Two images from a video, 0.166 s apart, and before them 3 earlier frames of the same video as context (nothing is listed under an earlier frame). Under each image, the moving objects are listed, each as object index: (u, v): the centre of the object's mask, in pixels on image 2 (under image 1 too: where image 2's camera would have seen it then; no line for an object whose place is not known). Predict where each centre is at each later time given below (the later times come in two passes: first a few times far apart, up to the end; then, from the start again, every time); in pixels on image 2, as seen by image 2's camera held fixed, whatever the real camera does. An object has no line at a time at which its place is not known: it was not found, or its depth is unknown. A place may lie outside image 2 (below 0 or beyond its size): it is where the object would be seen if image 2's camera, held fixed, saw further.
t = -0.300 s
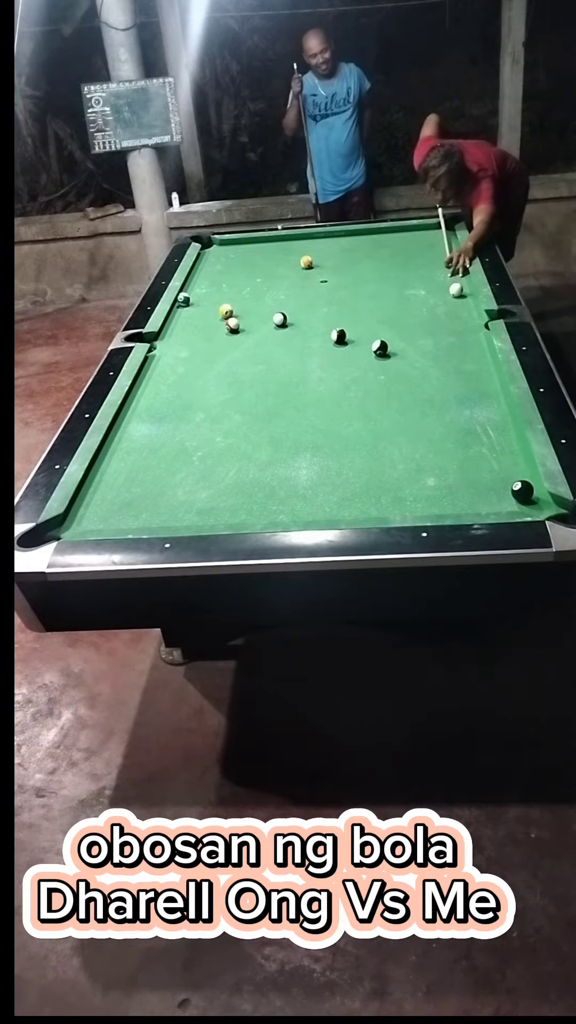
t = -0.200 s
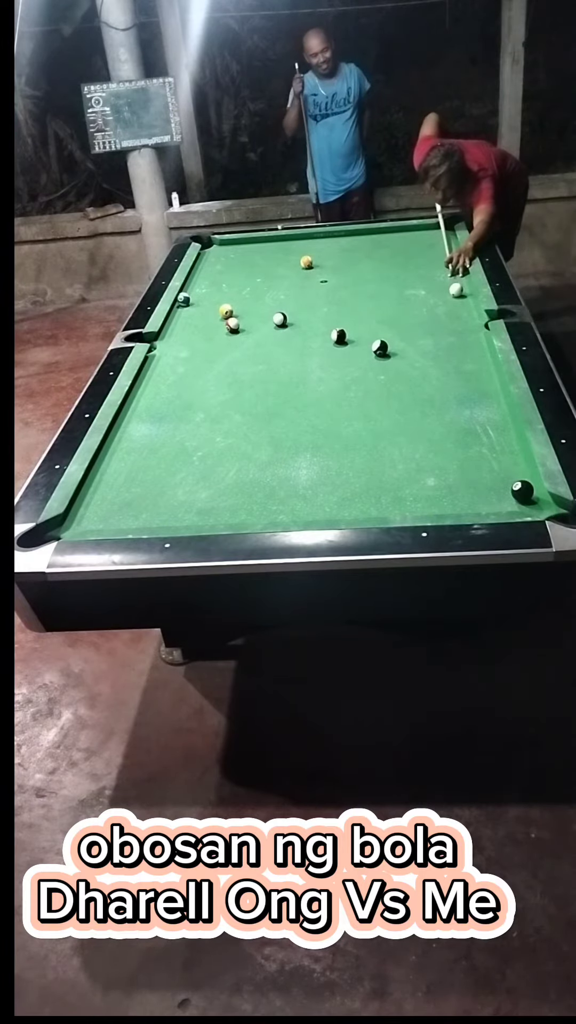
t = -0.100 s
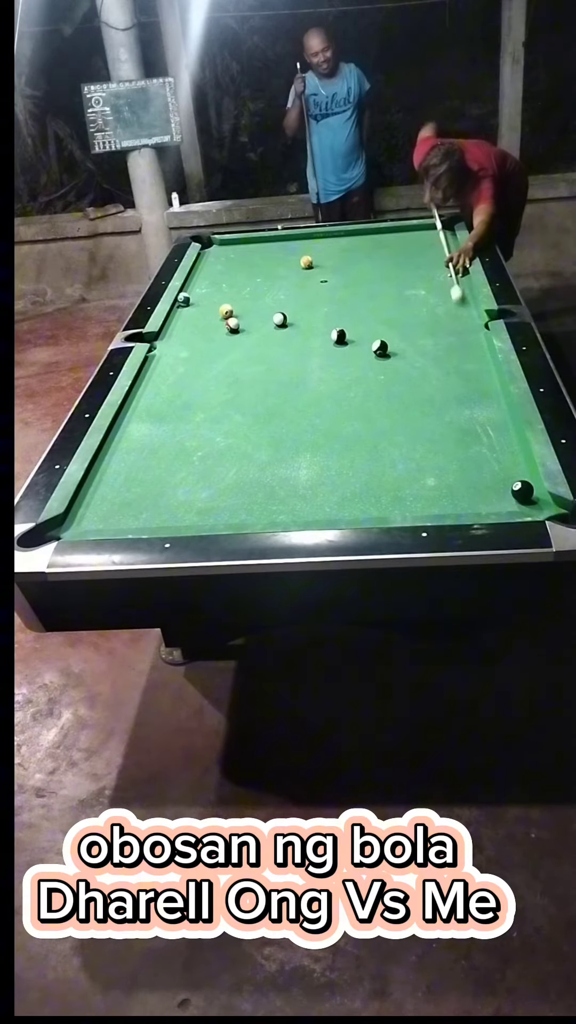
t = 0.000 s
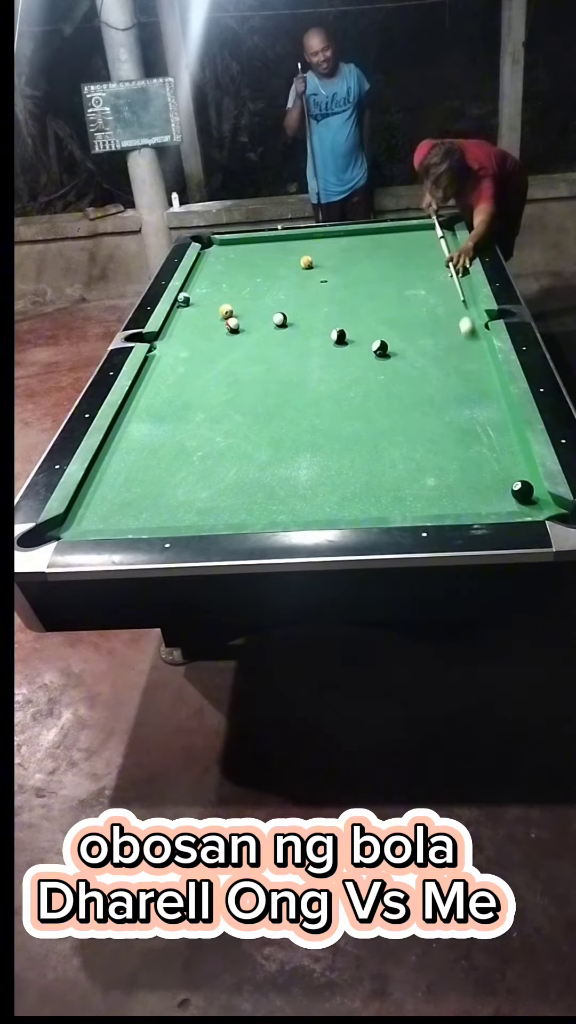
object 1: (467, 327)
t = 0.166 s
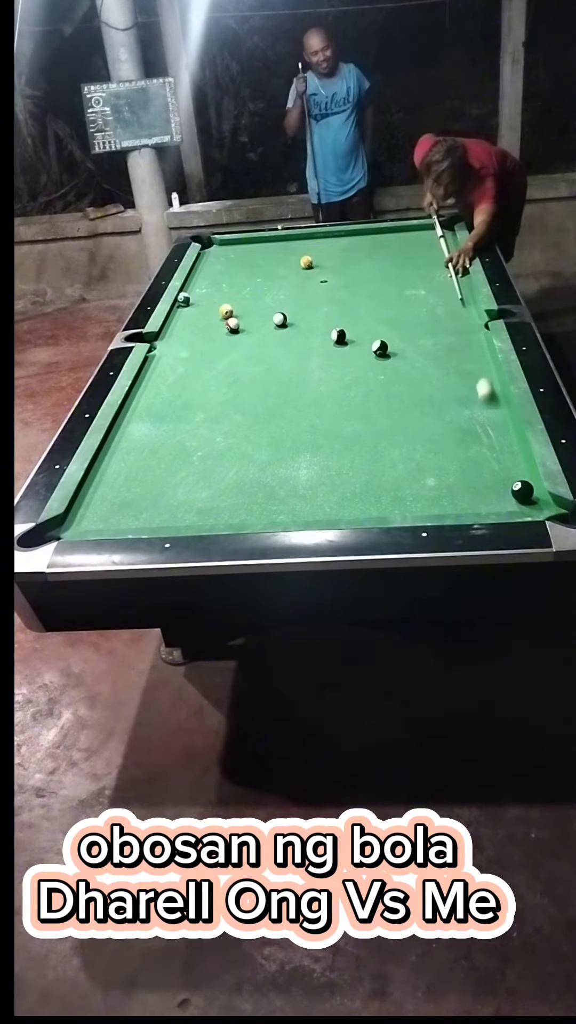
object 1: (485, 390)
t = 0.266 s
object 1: (499, 437)
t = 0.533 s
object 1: (459, 502)
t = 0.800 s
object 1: (426, 490)
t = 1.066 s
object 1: (401, 467)
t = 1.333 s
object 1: (380, 446)
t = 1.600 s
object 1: (361, 429)
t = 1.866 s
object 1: (346, 414)
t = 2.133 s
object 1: (333, 400)
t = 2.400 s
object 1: (321, 388)
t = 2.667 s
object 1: (311, 377)
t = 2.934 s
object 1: (302, 368)
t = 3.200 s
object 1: (294, 360)
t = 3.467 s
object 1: (288, 352)
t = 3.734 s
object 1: (282, 346)
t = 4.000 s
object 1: (277, 341)
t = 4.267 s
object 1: (273, 336)
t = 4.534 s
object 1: (269, 332)
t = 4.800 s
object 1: (265, 329)
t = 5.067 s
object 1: (263, 326)
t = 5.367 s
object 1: (261, 323)
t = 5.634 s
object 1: (261, 322)
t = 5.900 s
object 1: (261, 321)
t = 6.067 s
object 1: (260, 320)
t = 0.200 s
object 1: (489, 405)
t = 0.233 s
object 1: (494, 420)
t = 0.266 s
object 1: (499, 437)
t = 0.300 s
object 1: (505, 456)
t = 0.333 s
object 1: (509, 474)
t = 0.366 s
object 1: (504, 483)
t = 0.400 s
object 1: (493, 485)
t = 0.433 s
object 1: (484, 488)
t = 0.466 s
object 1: (475, 492)
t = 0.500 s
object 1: (467, 497)
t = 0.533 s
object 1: (459, 502)
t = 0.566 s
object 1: (452, 507)
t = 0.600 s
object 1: (448, 506)
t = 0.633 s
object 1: (444, 504)
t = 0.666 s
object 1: (441, 502)
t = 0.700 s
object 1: (437, 499)
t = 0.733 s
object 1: (433, 496)
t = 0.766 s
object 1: (429, 493)
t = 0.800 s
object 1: (426, 490)
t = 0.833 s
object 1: (422, 487)
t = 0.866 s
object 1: (419, 484)
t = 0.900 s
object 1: (416, 481)
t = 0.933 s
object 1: (413, 478)
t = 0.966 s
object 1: (410, 475)
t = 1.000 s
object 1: (407, 472)
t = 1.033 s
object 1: (404, 469)
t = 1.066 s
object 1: (401, 467)
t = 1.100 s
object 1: (398, 464)
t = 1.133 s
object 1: (395, 461)
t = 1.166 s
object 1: (392, 459)
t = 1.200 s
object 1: (390, 456)
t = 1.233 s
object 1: (387, 454)
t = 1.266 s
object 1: (384, 451)
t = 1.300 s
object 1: (382, 449)
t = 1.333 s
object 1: (380, 446)
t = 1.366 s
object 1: (377, 444)
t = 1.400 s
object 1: (375, 442)
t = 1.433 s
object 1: (372, 440)
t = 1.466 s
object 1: (370, 437)
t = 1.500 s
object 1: (368, 435)
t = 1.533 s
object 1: (366, 433)
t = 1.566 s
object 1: (364, 431)
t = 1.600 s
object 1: (361, 429)
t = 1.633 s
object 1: (359, 427)
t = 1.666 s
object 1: (358, 425)
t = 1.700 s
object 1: (356, 423)
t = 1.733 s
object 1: (354, 421)
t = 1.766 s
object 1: (352, 419)
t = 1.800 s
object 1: (350, 417)
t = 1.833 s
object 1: (348, 415)
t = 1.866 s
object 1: (346, 414)
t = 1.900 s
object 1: (344, 412)
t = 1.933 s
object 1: (343, 410)
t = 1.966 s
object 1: (341, 408)
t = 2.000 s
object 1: (339, 406)
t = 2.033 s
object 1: (338, 405)
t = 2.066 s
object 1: (336, 403)
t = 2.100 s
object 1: (335, 401)
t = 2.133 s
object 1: (333, 400)
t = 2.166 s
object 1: (331, 398)
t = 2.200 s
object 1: (330, 397)
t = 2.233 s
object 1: (328, 395)
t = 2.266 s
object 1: (327, 393)
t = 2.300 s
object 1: (326, 392)
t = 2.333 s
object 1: (324, 390)
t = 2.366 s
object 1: (323, 389)
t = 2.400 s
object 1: (321, 388)
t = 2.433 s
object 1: (320, 386)
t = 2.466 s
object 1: (319, 385)
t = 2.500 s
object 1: (317, 383)
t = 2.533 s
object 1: (316, 382)
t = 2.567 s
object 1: (315, 381)
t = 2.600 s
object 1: (314, 380)
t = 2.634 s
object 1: (312, 378)
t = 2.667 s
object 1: (311, 377)
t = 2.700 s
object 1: (310, 376)
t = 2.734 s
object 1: (309, 375)
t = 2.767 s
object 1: (308, 373)
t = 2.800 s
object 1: (307, 372)
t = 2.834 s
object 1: (306, 371)
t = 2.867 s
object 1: (305, 370)
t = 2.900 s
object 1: (304, 369)
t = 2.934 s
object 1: (302, 368)
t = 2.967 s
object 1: (301, 367)
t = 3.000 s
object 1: (300, 366)
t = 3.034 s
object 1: (299, 365)
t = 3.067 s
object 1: (298, 364)
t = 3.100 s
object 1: (298, 363)
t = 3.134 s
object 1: (296, 361)
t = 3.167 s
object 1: (295, 361)
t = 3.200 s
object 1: (294, 360)
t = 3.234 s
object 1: (294, 359)
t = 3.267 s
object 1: (293, 358)
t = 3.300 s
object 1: (292, 357)
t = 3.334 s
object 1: (291, 356)
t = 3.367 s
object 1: (290, 355)
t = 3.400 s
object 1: (289, 354)
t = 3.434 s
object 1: (289, 353)
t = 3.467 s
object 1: (288, 352)
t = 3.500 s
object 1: (287, 352)
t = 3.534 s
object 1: (287, 351)
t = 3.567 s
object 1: (286, 350)
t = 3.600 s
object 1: (285, 349)
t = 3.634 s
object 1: (284, 349)
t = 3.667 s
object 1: (284, 348)
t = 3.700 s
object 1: (283, 347)
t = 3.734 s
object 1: (282, 346)
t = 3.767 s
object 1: (282, 345)
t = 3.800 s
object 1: (281, 345)
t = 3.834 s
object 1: (280, 344)
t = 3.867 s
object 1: (280, 343)
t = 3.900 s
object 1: (279, 342)
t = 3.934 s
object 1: (278, 342)
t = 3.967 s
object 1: (278, 341)
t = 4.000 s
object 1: (277, 341)
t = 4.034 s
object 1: (277, 340)
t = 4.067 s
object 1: (276, 339)
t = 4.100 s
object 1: (275, 339)
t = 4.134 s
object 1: (275, 338)
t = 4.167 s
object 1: (274, 338)
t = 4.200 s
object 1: (274, 337)
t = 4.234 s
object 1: (273, 336)
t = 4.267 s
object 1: (273, 336)
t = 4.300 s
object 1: (272, 335)
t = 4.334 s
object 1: (272, 335)
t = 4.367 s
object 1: (271, 334)
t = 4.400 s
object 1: (271, 333)
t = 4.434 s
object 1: (270, 333)
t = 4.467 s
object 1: (270, 333)
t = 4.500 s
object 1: (269, 332)
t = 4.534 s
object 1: (269, 332)
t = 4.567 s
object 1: (268, 331)
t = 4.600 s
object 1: (268, 331)
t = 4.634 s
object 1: (268, 330)
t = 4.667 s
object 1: (267, 330)
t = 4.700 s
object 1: (267, 329)
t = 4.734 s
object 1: (266, 329)
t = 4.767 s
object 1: (266, 329)
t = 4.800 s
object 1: (265, 329)
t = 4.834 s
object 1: (265, 328)
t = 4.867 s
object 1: (265, 328)
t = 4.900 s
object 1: (265, 327)
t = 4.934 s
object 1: (264, 327)
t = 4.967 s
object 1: (264, 326)
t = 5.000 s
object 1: (264, 326)
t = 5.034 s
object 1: (263, 326)
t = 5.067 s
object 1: (263, 326)
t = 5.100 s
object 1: (263, 325)
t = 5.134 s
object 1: (262, 325)
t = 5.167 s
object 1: (262, 325)
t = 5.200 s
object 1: (262, 325)
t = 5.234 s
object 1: (262, 324)
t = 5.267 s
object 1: (262, 324)
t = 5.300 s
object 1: (261, 324)
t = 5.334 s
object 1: (261, 324)
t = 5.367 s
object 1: (261, 323)
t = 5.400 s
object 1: (261, 323)
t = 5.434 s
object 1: (261, 323)
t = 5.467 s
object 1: (261, 323)
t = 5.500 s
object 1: (261, 322)
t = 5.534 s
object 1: (261, 322)
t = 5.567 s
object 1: (261, 322)
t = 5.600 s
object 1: (261, 322)
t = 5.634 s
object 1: (261, 322)
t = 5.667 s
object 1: (261, 321)
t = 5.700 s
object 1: (261, 321)
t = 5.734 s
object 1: (261, 321)
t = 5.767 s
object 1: (261, 321)
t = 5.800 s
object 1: (261, 321)
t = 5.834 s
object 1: (261, 321)
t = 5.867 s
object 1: (261, 320)
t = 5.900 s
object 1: (261, 321)
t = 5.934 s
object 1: (260, 320)
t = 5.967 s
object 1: (260, 320)
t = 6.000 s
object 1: (260, 320)
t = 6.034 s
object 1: (260, 320)
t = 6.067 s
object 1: (260, 320)
